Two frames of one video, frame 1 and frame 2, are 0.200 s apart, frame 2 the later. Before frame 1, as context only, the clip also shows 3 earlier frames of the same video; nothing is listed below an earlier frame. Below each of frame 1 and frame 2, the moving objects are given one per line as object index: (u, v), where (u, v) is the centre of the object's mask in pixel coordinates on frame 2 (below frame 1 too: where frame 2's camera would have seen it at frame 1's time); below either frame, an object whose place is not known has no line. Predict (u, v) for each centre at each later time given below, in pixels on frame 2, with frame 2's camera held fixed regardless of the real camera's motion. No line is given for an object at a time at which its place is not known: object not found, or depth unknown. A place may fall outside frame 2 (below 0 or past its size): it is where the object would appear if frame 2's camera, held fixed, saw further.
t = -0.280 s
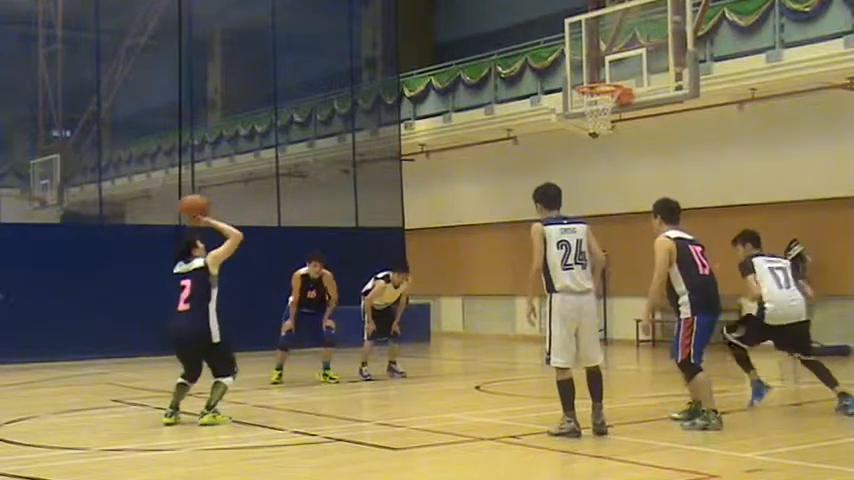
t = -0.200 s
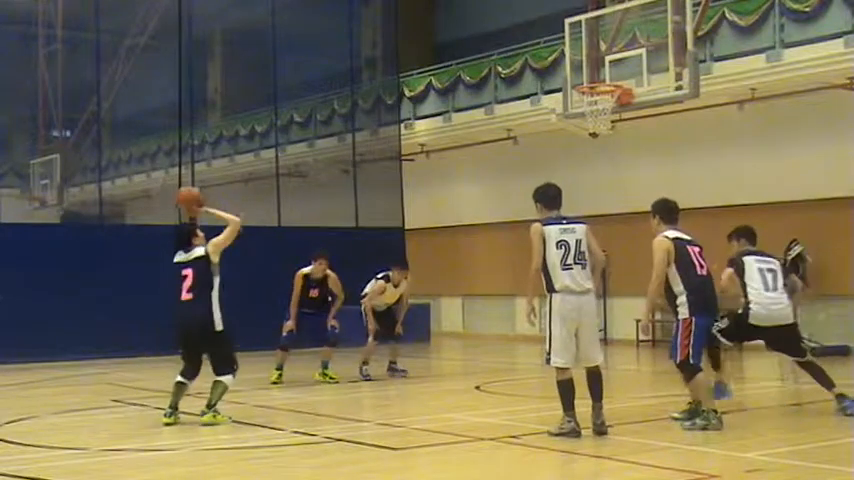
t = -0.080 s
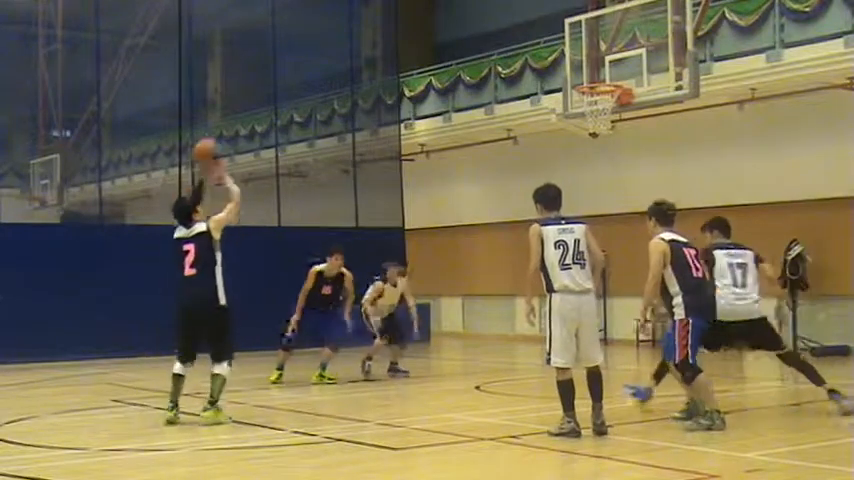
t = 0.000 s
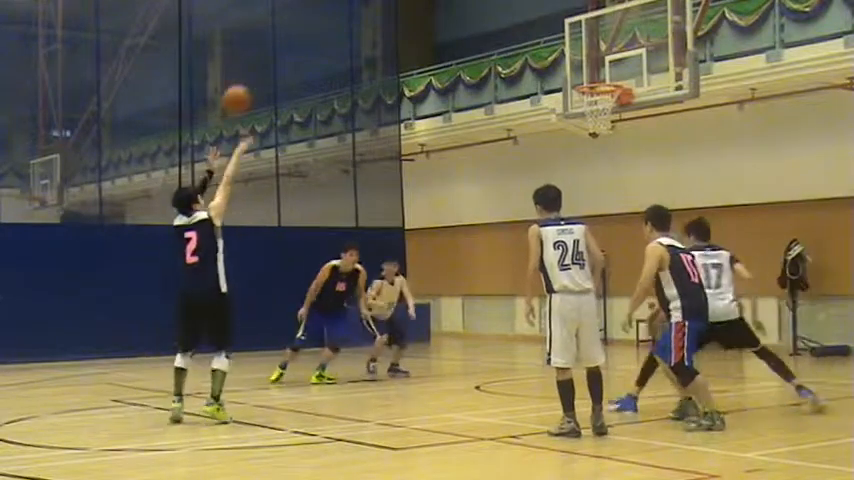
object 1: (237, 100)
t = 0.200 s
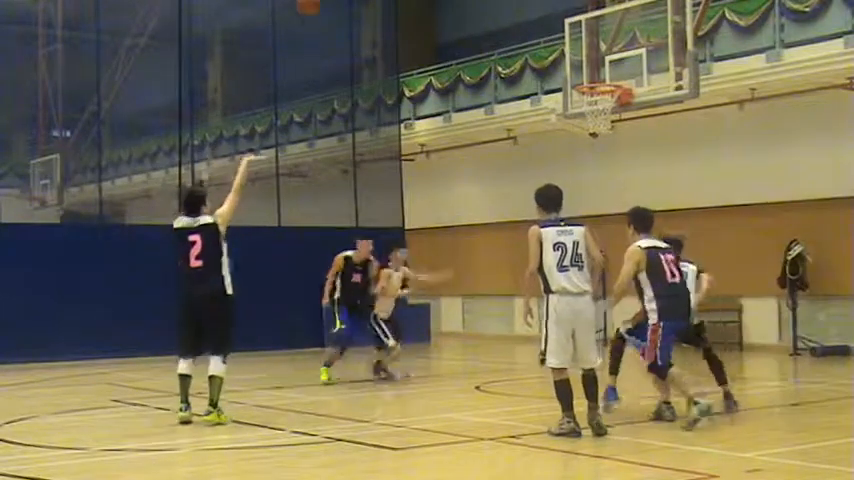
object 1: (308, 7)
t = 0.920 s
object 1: (529, 27)
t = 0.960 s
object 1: (541, 40)
